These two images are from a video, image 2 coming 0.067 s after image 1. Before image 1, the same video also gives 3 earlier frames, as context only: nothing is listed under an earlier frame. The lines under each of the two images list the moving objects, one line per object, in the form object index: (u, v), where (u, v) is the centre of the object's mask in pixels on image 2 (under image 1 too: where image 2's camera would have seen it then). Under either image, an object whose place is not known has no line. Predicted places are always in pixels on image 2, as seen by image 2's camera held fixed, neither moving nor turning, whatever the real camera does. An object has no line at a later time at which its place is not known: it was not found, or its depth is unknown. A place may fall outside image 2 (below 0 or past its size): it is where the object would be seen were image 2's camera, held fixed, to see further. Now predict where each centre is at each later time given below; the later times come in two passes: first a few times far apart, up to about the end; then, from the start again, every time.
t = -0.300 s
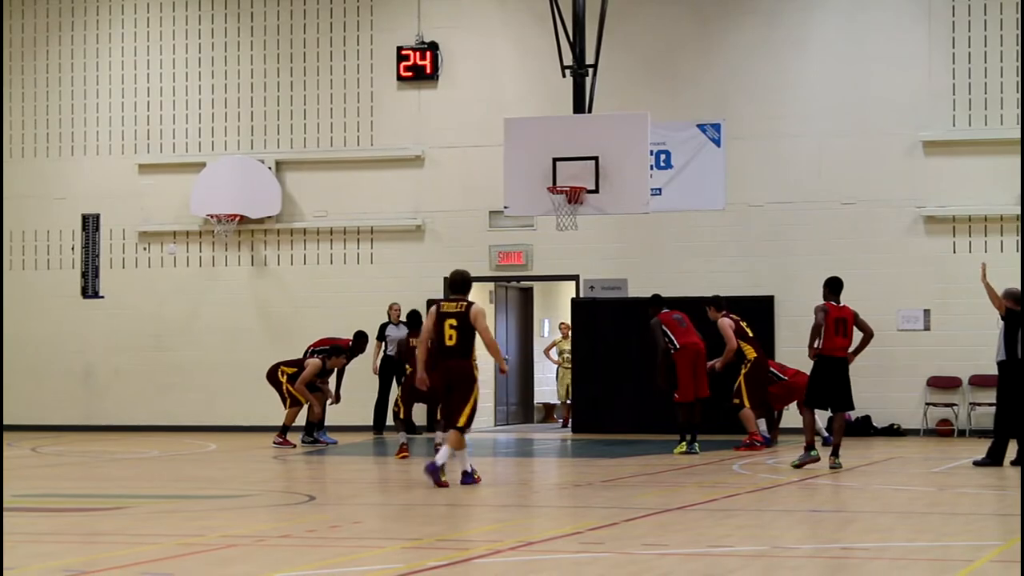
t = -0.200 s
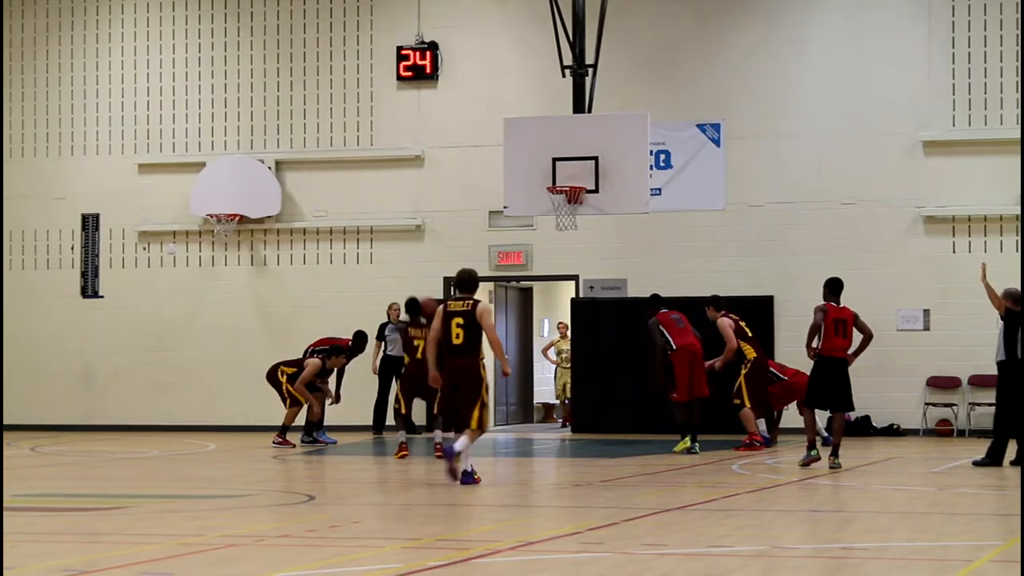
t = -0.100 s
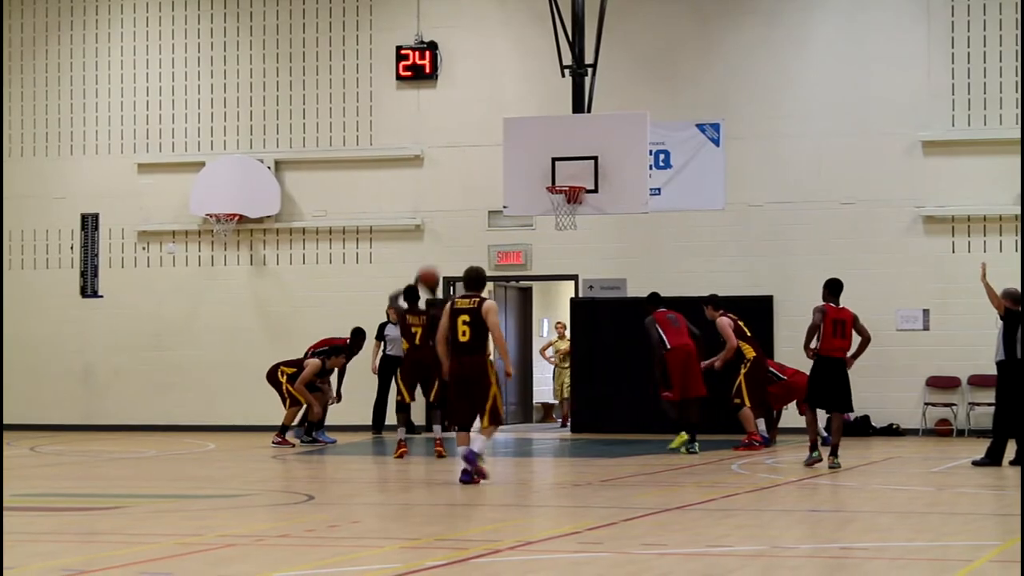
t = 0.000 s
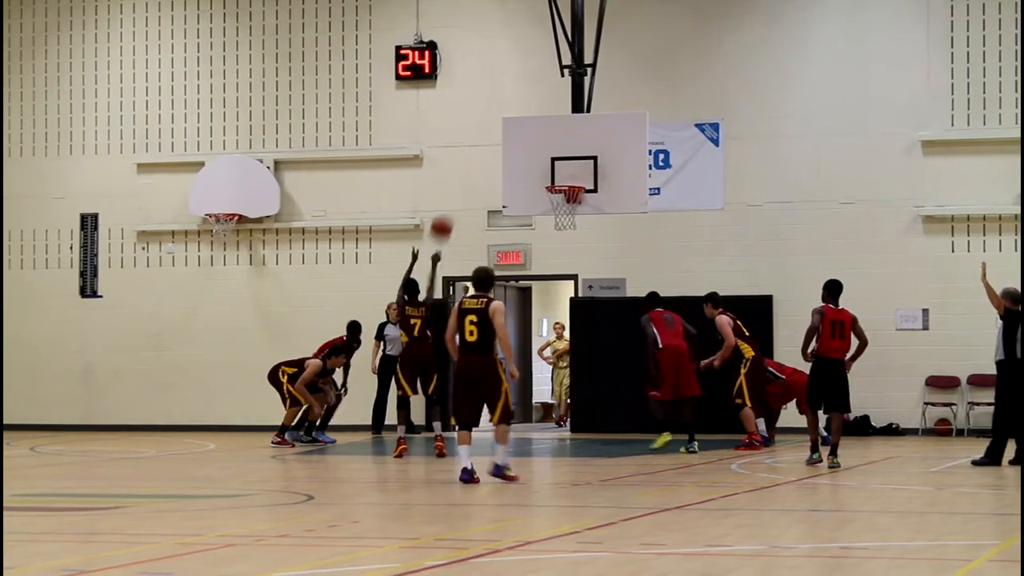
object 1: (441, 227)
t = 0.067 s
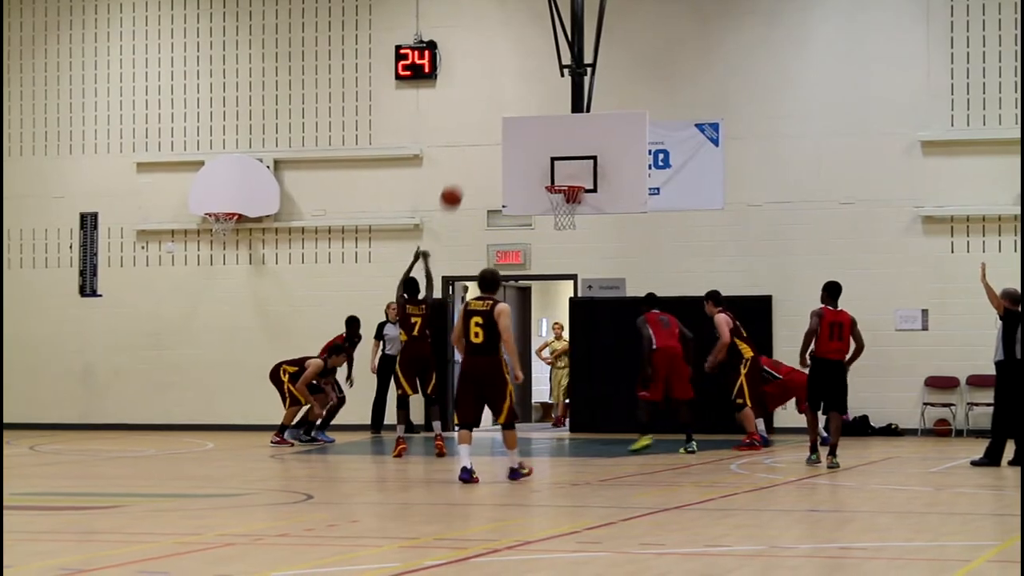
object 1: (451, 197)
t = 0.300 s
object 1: (485, 126)
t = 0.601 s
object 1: (524, 109)
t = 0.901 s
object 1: (562, 166)
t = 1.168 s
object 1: (551, 196)
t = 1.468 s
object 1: (557, 218)
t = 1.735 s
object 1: (575, 278)
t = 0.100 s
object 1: (456, 184)
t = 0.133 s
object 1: (461, 171)
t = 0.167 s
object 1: (466, 160)
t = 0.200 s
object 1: (471, 149)
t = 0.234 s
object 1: (475, 141)
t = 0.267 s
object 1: (480, 133)
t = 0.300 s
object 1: (485, 126)
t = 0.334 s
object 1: (489, 120)
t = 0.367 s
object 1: (494, 115)
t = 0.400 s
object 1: (498, 112)
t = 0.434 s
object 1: (503, 109)
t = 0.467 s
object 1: (507, 107)
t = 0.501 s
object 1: (511, 106)
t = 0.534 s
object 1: (516, 106)
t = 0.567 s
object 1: (520, 107)
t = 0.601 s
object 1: (524, 109)
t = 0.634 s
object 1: (528, 112)
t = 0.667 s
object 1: (533, 116)
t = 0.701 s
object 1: (537, 121)
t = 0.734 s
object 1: (541, 126)
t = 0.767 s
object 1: (545, 132)
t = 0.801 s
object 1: (549, 140)
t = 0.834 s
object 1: (553, 147)
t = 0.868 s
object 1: (557, 156)
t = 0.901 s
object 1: (562, 166)
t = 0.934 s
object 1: (565, 176)
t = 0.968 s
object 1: (568, 182)
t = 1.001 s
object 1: (569, 197)
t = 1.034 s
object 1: (556, 201)
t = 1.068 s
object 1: (554, 202)
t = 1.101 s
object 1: (552, 200)
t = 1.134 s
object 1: (551, 198)
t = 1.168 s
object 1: (551, 196)
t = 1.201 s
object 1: (551, 195)
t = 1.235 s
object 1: (550, 195)
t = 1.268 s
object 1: (550, 196)
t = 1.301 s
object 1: (551, 198)
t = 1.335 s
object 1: (552, 201)
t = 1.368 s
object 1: (553, 204)
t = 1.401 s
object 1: (554, 209)
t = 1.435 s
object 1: (555, 214)
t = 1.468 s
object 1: (557, 218)
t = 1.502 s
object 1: (559, 223)
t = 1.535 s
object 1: (561, 229)
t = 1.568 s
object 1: (564, 236)
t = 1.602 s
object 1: (566, 242)
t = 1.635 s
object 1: (569, 250)
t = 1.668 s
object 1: (571, 259)
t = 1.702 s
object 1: (573, 268)
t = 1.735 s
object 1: (575, 278)
